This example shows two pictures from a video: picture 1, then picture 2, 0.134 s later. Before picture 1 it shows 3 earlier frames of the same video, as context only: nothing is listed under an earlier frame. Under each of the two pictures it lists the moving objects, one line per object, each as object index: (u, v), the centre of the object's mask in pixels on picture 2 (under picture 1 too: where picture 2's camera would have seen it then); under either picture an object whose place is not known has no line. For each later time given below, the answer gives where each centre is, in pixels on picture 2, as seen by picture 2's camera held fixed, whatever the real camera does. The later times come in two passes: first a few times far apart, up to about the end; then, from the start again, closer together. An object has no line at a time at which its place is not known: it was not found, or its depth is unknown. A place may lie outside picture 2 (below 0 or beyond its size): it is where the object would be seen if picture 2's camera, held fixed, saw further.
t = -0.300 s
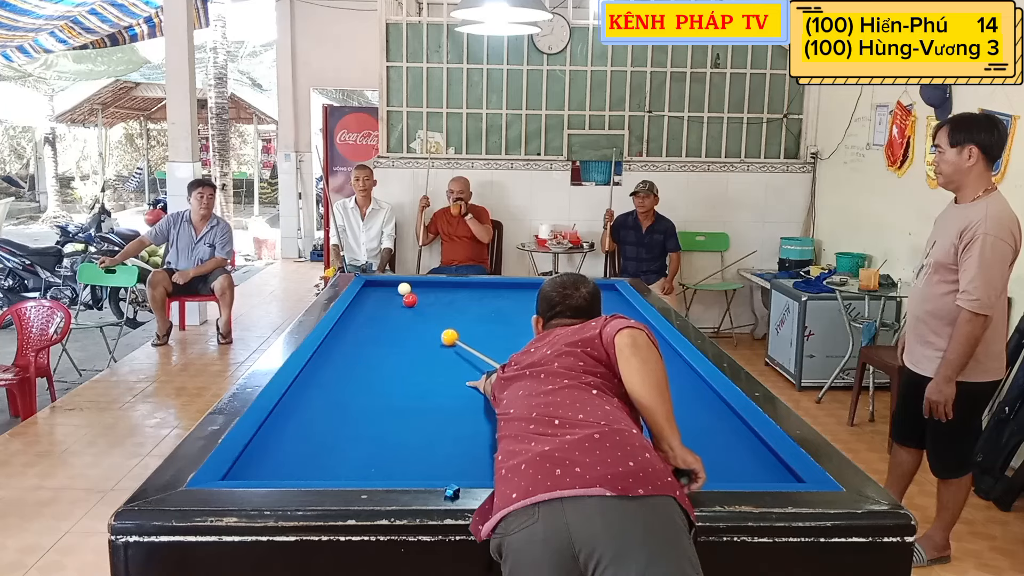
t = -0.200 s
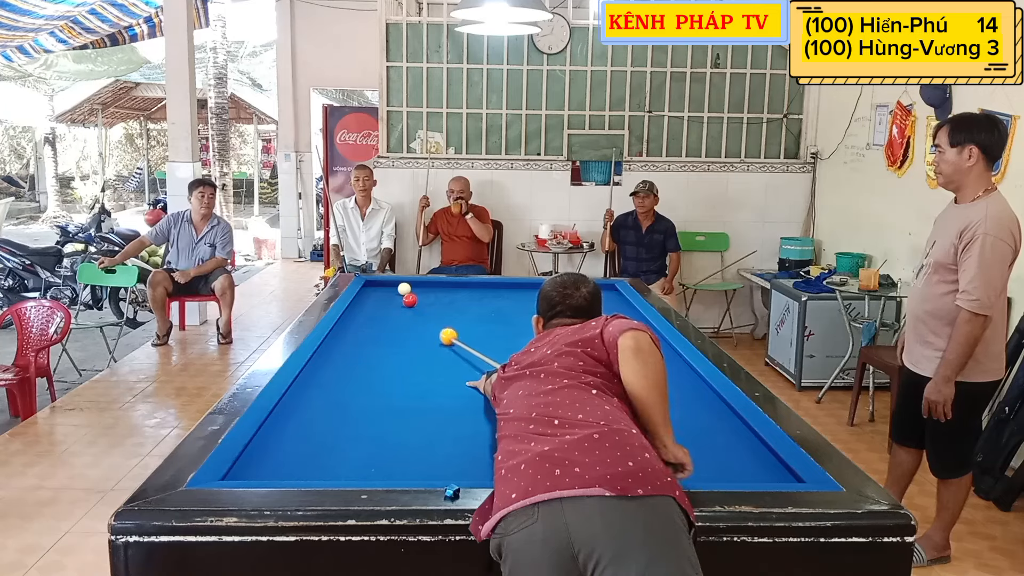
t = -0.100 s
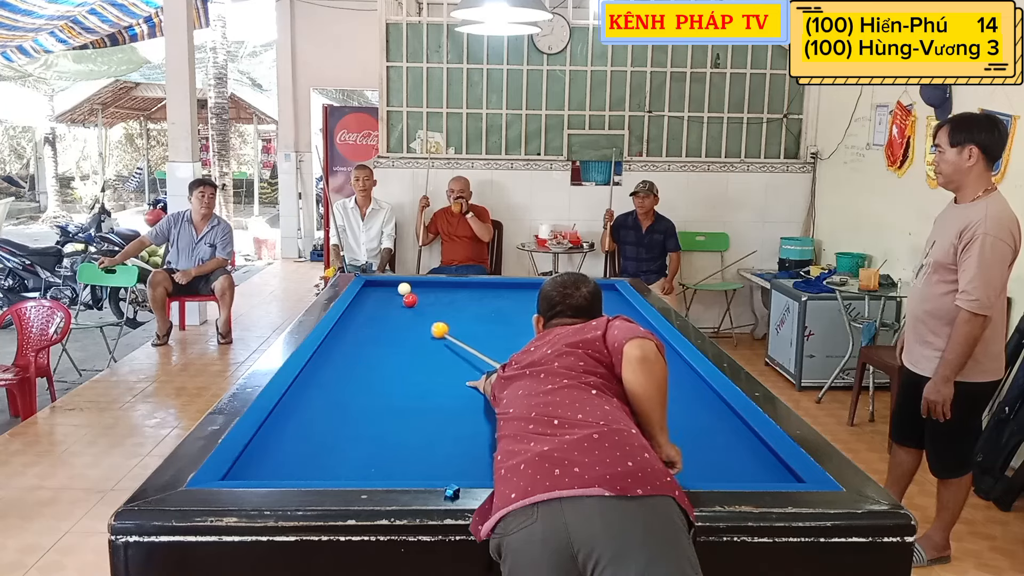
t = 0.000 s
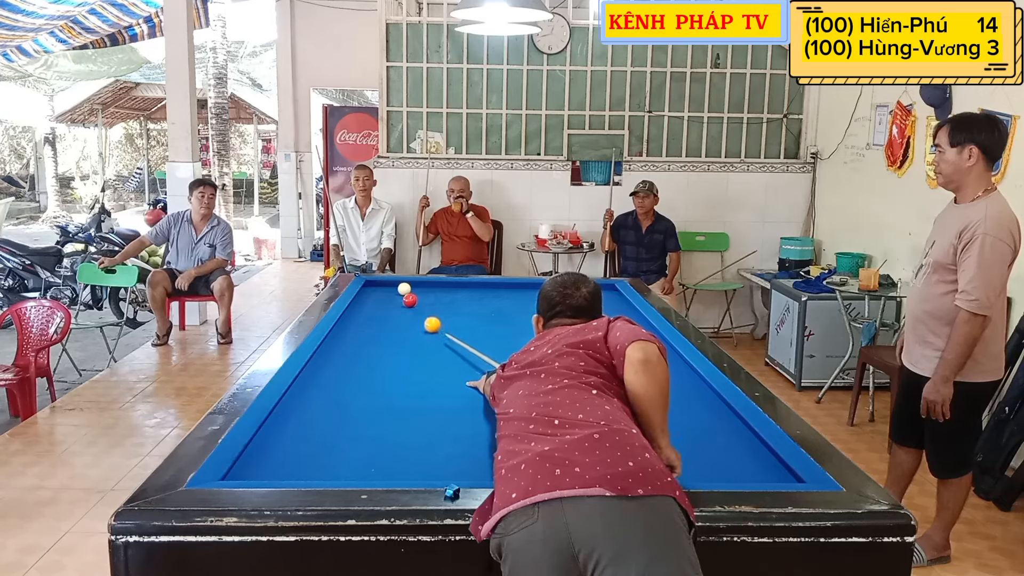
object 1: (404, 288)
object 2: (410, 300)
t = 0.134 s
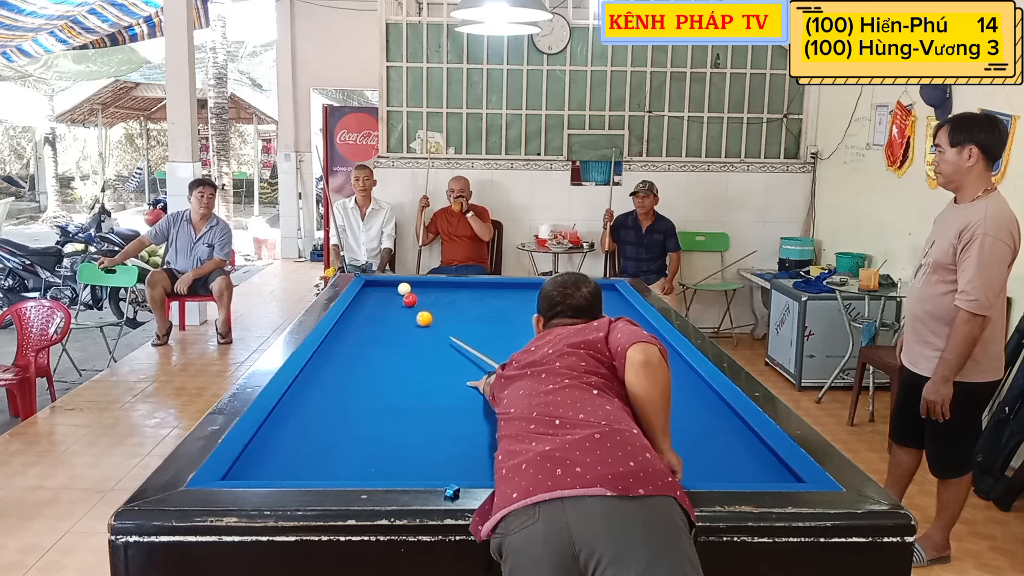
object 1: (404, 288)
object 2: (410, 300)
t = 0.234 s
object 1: (404, 288)
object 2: (410, 300)
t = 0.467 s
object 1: (404, 288)
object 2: (411, 298)
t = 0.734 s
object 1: (404, 289)
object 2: (418, 297)
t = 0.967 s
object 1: (404, 289)
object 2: (427, 295)
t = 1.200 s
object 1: (404, 289)
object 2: (435, 293)
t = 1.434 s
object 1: (404, 289)
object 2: (443, 291)
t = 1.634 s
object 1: (406, 289)
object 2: (449, 289)
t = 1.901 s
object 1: (412, 289)
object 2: (457, 287)
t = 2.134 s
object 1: (417, 289)
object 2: (463, 285)
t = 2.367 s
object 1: (421, 289)
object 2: (469, 283)
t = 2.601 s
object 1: (424, 289)
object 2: (473, 284)
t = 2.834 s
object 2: (477, 285)
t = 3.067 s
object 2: (480, 286)
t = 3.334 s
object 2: (483, 286)
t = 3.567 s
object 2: (485, 287)
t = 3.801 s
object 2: (487, 288)
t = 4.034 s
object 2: (489, 288)
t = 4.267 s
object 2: (490, 288)
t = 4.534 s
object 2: (491, 289)
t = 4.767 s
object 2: (491, 289)
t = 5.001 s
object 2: (491, 289)
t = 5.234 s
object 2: (491, 289)
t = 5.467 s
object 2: (491, 289)
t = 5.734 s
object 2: (491, 289)
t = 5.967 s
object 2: (491, 289)
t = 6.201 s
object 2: (491, 289)
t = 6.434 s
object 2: (491, 289)
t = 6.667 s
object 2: (491, 289)
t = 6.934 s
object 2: (491, 289)
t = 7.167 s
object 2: (491, 289)
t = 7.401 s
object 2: (491, 289)
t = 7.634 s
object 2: (491, 289)
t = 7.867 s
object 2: (491, 289)
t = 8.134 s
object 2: (491, 289)
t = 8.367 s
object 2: (491, 289)
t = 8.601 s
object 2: (491, 289)
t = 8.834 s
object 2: (491, 289)
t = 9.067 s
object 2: (491, 289)
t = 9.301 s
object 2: (491, 289)
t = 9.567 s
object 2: (491, 289)
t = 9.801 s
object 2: (491, 289)
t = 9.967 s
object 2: (491, 289)
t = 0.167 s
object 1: (404, 288)
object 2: (410, 300)
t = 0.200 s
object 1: (404, 288)
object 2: (410, 300)
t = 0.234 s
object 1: (404, 288)
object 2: (410, 300)
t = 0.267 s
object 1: (404, 288)
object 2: (410, 300)
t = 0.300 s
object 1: (404, 288)
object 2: (410, 299)
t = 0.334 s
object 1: (404, 288)
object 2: (410, 299)
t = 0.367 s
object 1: (404, 288)
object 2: (410, 298)
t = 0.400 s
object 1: (404, 288)
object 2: (410, 298)
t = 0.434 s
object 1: (404, 288)
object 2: (411, 298)
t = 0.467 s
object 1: (404, 288)
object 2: (411, 298)
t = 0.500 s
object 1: (404, 288)
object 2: (412, 298)
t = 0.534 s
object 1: (404, 288)
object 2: (412, 299)
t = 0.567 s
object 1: (404, 288)
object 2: (412, 299)
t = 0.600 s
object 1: (404, 288)
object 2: (412, 299)
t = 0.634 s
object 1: (404, 288)
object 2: (414, 299)
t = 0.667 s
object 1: (404, 288)
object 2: (415, 298)
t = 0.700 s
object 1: (404, 289)
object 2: (417, 298)
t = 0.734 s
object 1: (404, 289)
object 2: (418, 297)
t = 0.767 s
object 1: (404, 289)
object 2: (419, 297)
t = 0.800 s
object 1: (404, 289)
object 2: (420, 297)
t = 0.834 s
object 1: (404, 289)
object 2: (422, 297)
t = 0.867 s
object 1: (404, 289)
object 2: (423, 296)
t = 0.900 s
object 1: (404, 289)
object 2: (424, 296)
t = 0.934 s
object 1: (404, 289)
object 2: (426, 295)
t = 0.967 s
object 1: (404, 289)
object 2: (427, 295)
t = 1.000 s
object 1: (404, 289)
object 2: (428, 295)
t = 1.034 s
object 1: (404, 289)
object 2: (429, 294)
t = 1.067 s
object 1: (404, 289)
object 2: (430, 294)
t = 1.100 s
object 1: (404, 289)
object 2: (432, 294)
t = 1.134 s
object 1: (404, 289)
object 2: (433, 293)
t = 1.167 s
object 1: (404, 289)
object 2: (434, 293)
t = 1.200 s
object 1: (404, 289)
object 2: (435, 293)
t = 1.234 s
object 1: (404, 289)
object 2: (436, 292)
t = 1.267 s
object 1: (404, 289)
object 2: (437, 292)
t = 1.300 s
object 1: (404, 289)
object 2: (438, 292)
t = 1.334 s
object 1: (404, 289)
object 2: (439, 291)
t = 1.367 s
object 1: (404, 289)
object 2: (440, 291)
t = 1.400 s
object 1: (404, 289)
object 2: (442, 291)
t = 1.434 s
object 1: (404, 289)
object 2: (443, 291)
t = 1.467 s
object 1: (404, 289)
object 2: (444, 290)
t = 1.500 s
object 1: (404, 289)
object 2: (445, 290)
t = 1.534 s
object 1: (404, 289)
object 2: (446, 290)
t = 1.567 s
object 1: (405, 289)
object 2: (447, 289)
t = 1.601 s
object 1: (405, 289)
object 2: (448, 289)
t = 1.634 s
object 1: (406, 289)
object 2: (449, 289)
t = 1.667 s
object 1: (407, 289)
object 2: (450, 288)
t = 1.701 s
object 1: (408, 289)
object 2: (451, 288)
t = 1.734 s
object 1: (409, 289)
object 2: (452, 288)
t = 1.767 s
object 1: (409, 289)
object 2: (453, 288)
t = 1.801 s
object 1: (410, 289)
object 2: (454, 287)
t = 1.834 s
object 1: (411, 289)
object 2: (455, 287)
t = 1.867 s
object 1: (411, 289)
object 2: (456, 287)
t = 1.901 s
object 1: (412, 289)
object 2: (457, 287)
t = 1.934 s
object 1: (413, 289)
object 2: (458, 287)
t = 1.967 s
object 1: (414, 289)
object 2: (459, 286)
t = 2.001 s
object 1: (414, 289)
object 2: (460, 286)
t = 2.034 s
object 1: (415, 289)
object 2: (461, 286)
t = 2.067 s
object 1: (416, 289)
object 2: (462, 285)
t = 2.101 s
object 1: (416, 289)
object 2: (462, 285)
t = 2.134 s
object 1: (417, 289)
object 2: (463, 285)
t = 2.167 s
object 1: (417, 289)
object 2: (464, 285)
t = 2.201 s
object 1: (418, 289)
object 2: (465, 284)
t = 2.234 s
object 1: (419, 289)
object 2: (466, 284)
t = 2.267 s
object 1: (419, 289)
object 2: (467, 284)
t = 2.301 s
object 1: (420, 289)
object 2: (467, 284)
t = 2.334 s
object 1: (420, 289)
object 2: (468, 283)
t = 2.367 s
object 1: (421, 289)
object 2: (469, 283)
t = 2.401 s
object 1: (421, 289)
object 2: (470, 283)
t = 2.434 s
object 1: (422, 289)
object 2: (470, 283)
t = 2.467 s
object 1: (422, 289)
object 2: (471, 283)
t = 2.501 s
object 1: (423, 289)
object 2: (471, 284)
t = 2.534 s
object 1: (423, 289)
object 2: (472, 284)
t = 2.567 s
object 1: (424, 289)
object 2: (472, 284)
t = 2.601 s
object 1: (424, 289)
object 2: (473, 284)
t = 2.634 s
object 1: (425, 289)
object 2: (473, 284)
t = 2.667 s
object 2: (474, 284)
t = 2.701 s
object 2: (475, 284)
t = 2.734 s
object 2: (475, 284)
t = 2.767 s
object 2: (476, 284)
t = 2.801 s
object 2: (476, 285)
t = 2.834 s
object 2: (477, 285)
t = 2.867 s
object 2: (477, 285)
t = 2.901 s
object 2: (478, 285)
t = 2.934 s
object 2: (478, 285)
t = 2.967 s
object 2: (478, 285)
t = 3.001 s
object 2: (479, 285)
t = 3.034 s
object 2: (479, 285)
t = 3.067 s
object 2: (480, 286)
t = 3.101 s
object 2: (480, 286)
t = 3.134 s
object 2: (480, 286)
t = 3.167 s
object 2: (481, 286)
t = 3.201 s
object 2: (481, 286)
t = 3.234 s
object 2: (482, 286)
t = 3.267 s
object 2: (482, 286)
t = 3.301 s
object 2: (483, 286)
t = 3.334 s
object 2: (483, 286)
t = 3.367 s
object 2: (485, 284)
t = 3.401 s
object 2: (482, 287)
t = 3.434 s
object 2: (484, 287)
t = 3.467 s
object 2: (484, 287)
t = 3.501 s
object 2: (485, 287)
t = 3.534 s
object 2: (485, 287)
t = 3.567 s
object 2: (485, 287)
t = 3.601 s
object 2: (485, 287)
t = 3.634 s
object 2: (486, 287)
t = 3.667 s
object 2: (486, 287)
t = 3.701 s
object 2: (487, 287)
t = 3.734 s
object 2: (487, 287)
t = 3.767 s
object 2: (487, 288)
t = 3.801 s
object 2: (487, 288)
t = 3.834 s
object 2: (487, 288)
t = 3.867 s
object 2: (488, 288)
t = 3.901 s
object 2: (488, 288)
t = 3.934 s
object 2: (488, 288)
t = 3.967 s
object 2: (489, 288)
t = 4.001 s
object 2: (489, 288)
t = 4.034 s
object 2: (489, 288)
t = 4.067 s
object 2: (489, 288)
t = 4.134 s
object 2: (489, 288)
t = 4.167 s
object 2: (489, 288)
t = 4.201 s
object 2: (490, 288)
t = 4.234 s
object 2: (490, 288)
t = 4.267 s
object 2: (490, 288)
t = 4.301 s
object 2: (490, 288)
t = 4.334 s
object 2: (490, 288)
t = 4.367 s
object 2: (490, 288)
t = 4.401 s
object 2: (490, 288)
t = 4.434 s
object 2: (490, 289)
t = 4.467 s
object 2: (490, 288)
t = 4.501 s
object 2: (491, 289)
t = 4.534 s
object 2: (491, 289)
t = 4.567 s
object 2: (491, 289)
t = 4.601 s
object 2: (491, 289)
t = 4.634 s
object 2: (491, 289)
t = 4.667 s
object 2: (491, 289)
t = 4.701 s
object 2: (491, 289)
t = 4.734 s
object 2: (491, 289)
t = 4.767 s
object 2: (491, 289)
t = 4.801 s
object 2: (491, 289)
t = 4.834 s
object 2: (491, 289)
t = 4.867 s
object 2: (491, 289)
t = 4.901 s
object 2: (491, 289)
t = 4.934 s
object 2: (491, 289)
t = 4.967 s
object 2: (491, 289)
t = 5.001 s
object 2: (491, 289)
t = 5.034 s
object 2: (491, 289)
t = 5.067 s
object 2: (491, 289)
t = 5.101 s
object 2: (491, 289)
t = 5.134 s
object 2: (491, 289)
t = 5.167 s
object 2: (491, 289)
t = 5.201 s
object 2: (491, 289)
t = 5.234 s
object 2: (491, 289)
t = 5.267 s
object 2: (491, 289)
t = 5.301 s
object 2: (491, 289)
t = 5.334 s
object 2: (491, 289)
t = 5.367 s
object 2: (491, 289)
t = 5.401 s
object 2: (491, 289)
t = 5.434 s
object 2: (491, 289)
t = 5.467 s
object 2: (491, 289)
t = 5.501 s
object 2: (491, 289)
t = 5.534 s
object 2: (491, 289)
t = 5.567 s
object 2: (491, 289)
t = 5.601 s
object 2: (491, 289)
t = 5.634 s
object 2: (491, 289)
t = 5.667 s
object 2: (491, 289)
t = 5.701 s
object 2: (491, 289)
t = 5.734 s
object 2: (491, 289)
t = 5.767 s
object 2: (491, 289)
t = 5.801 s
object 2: (491, 289)
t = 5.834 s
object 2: (491, 289)
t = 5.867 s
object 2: (491, 289)
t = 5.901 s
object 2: (491, 289)
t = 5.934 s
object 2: (491, 289)
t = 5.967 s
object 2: (491, 289)
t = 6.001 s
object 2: (491, 289)
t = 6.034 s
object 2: (491, 289)
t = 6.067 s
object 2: (491, 289)
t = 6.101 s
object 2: (491, 289)
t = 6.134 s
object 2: (491, 289)
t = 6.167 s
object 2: (491, 289)
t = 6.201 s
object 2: (491, 289)
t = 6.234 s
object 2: (491, 289)
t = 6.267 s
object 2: (491, 289)
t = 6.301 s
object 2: (491, 289)
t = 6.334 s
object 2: (491, 289)
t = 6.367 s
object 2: (491, 289)
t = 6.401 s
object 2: (491, 289)
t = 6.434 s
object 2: (491, 289)
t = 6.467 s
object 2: (491, 289)
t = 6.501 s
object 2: (491, 289)
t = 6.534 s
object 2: (491, 289)
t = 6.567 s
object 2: (491, 289)
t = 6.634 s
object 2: (491, 289)
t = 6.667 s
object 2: (491, 289)
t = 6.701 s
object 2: (491, 289)
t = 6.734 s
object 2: (491, 289)
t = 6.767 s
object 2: (491, 289)
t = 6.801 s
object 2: (491, 289)
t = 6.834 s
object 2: (491, 289)
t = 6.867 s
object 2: (491, 289)
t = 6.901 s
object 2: (491, 289)
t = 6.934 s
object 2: (491, 289)
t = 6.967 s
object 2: (491, 289)
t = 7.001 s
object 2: (491, 289)
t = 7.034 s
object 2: (491, 289)
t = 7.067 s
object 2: (491, 289)
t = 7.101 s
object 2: (491, 289)
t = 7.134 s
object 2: (491, 289)
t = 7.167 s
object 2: (491, 289)
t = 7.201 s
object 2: (491, 289)
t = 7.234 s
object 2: (491, 289)
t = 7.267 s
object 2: (491, 289)
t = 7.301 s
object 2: (491, 289)
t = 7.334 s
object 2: (491, 289)
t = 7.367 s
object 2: (491, 289)
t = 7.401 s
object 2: (491, 289)
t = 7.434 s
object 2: (491, 289)
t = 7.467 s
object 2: (491, 289)
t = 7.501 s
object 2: (491, 289)
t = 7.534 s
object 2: (491, 289)
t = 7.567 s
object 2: (491, 289)
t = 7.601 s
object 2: (491, 289)
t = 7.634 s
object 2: (491, 289)
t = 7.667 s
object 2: (491, 289)
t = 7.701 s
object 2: (491, 289)
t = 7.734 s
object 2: (491, 289)
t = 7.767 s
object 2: (491, 289)
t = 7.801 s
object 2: (491, 289)
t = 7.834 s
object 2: (491, 289)
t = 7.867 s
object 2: (491, 289)
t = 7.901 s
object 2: (491, 289)
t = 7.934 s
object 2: (491, 289)
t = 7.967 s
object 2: (491, 289)
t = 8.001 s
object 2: (491, 289)
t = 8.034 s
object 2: (491, 289)
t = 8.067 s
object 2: (491, 289)
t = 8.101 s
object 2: (491, 289)
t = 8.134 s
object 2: (491, 289)
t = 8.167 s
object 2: (491, 289)
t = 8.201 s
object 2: (491, 289)
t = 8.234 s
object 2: (491, 289)
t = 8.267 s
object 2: (491, 289)
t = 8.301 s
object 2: (491, 289)
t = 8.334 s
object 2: (491, 289)
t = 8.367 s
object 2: (491, 289)
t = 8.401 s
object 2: (491, 289)
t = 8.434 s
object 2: (491, 289)
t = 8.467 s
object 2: (491, 289)
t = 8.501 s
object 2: (491, 289)
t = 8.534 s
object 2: (491, 289)
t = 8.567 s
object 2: (491, 289)
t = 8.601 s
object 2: (491, 289)
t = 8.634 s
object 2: (491, 289)
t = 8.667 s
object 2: (491, 289)
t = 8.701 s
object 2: (491, 289)
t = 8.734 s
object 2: (491, 289)
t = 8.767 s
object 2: (491, 289)
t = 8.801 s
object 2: (491, 289)
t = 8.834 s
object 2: (491, 289)
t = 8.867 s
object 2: (491, 289)
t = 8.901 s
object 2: (491, 289)
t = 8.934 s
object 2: (491, 289)
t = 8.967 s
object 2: (491, 289)
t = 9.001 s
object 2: (491, 289)
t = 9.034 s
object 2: (491, 289)
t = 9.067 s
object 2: (491, 289)
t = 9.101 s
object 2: (491, 289)
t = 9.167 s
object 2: (491, 289)
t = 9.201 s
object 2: (491, 289)
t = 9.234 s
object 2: (491, 289)
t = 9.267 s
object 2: (491, 289)
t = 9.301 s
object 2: (491, 289)
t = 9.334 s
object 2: (491, 289)
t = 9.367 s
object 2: (491, 289)
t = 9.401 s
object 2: (491, 289)
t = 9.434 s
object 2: (491, 289)
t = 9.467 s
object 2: (491, 289)
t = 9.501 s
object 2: (491, 289)
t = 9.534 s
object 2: (491, 289)
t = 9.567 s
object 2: (491, 289)
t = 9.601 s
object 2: (491, 289)
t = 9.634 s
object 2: (491, 289)
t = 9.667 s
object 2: (491, 289)
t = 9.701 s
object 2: (491, 289)
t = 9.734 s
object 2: (491, 289)
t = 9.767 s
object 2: (491, 289)
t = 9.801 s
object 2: (491, 289)
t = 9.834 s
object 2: (491, 289)
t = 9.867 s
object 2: (491, 289)
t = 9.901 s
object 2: (491, 289)
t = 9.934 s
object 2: (491, 289)
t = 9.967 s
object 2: (491, 289)
